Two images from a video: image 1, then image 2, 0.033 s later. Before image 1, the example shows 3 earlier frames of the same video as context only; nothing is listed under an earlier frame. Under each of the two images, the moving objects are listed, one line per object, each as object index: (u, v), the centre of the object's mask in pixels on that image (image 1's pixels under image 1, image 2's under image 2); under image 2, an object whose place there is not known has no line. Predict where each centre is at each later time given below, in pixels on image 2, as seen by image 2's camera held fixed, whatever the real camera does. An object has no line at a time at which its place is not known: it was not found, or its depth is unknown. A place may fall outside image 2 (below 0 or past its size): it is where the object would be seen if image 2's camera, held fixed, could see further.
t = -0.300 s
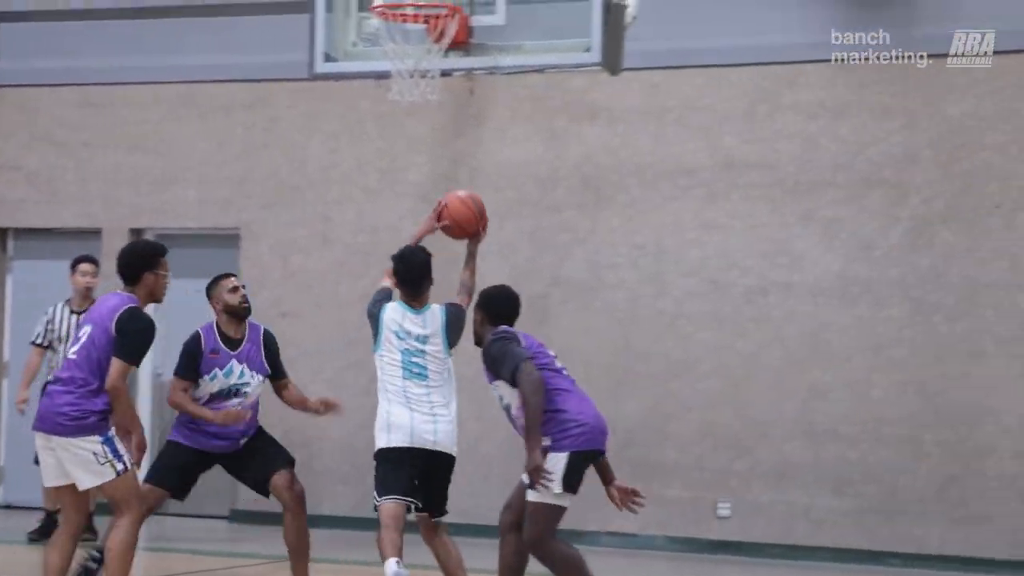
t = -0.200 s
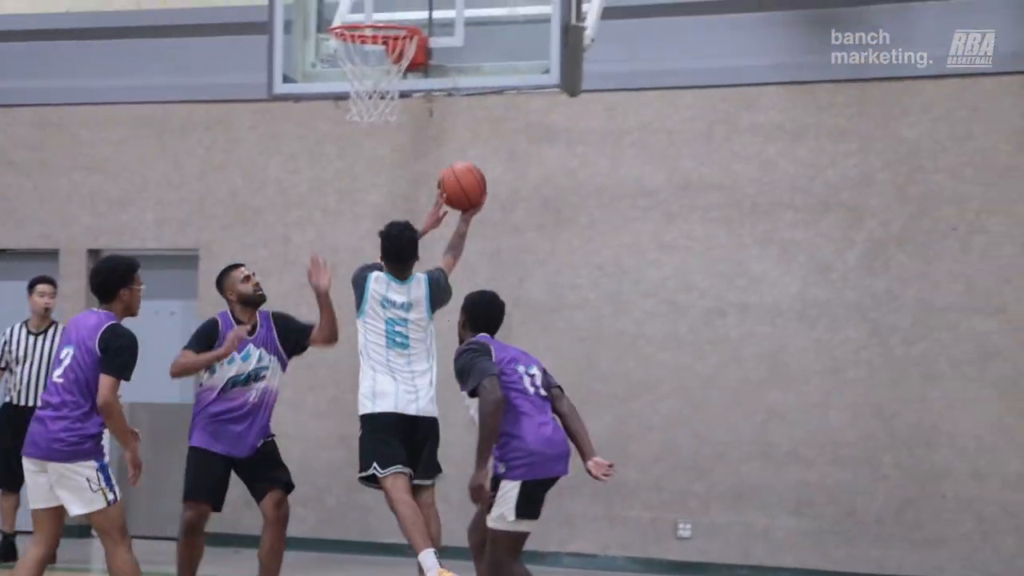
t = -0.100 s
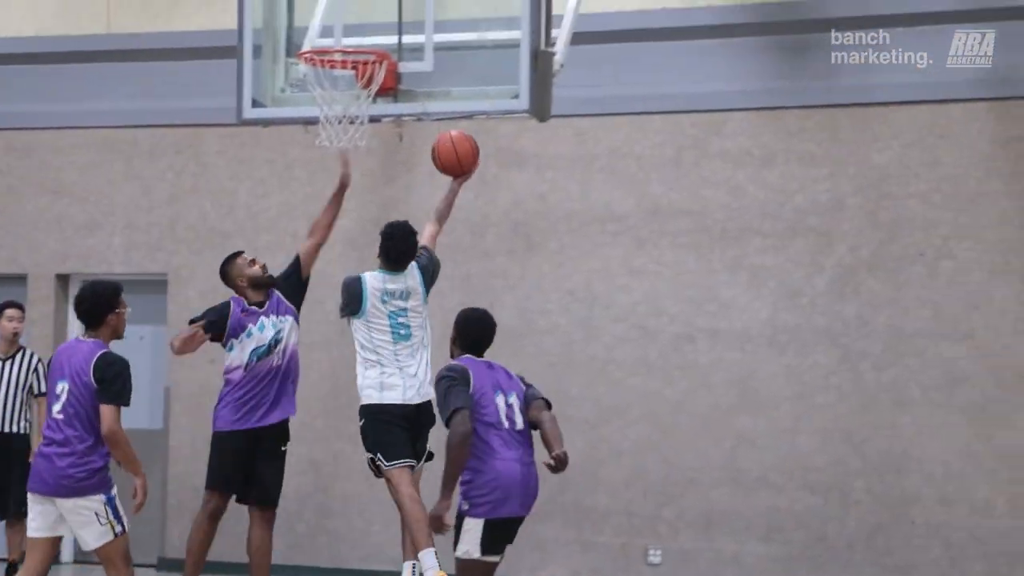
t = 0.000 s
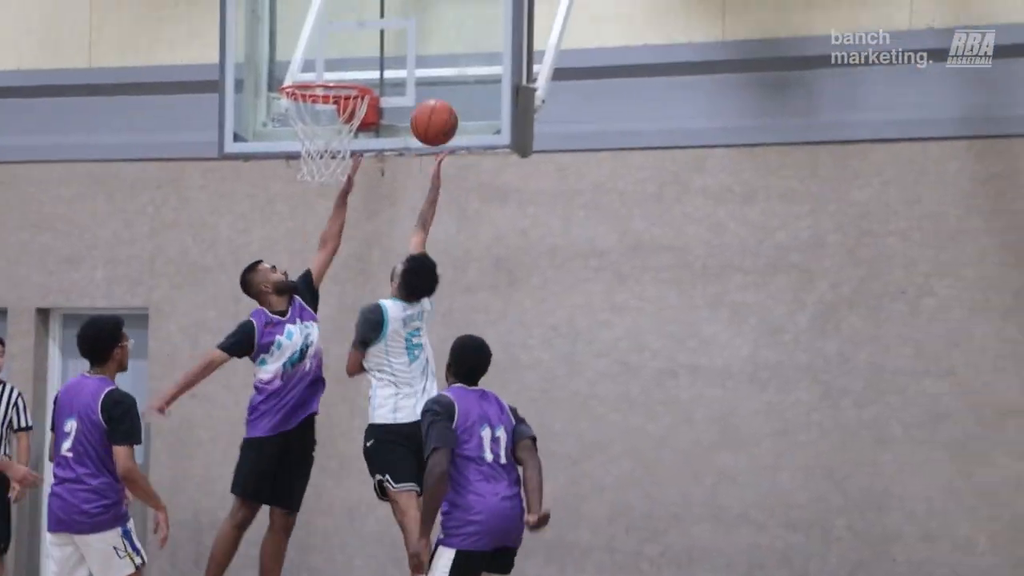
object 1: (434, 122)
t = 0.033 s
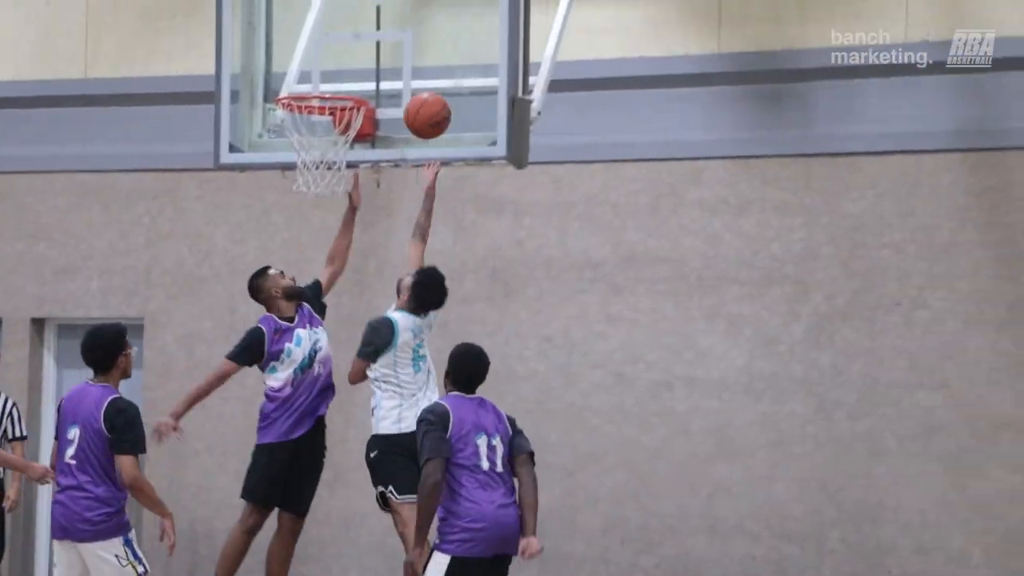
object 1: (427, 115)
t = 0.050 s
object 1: (426, 107)
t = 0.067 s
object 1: (425, 99)
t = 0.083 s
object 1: (424, 91)
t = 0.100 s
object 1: (423, 84)
